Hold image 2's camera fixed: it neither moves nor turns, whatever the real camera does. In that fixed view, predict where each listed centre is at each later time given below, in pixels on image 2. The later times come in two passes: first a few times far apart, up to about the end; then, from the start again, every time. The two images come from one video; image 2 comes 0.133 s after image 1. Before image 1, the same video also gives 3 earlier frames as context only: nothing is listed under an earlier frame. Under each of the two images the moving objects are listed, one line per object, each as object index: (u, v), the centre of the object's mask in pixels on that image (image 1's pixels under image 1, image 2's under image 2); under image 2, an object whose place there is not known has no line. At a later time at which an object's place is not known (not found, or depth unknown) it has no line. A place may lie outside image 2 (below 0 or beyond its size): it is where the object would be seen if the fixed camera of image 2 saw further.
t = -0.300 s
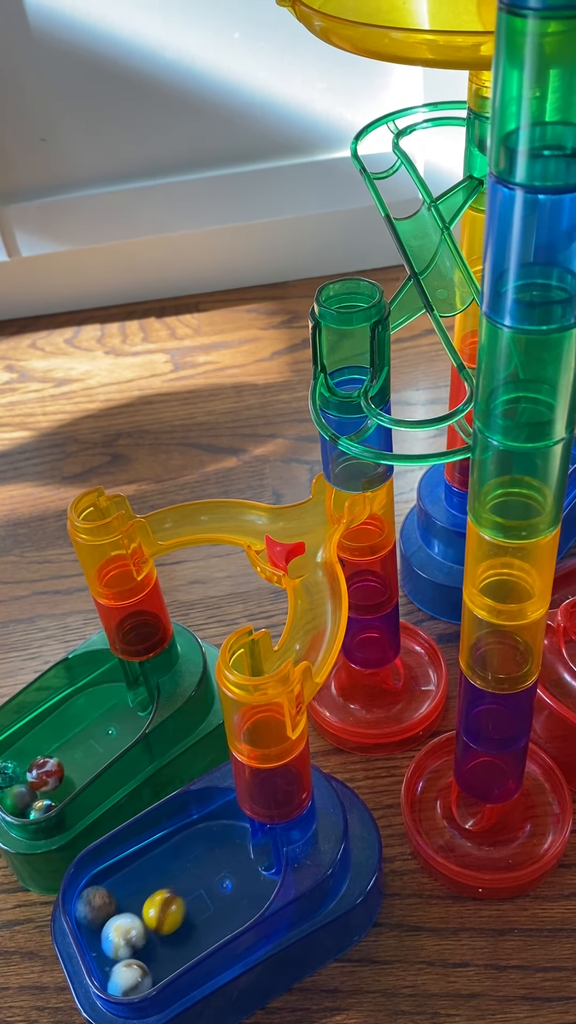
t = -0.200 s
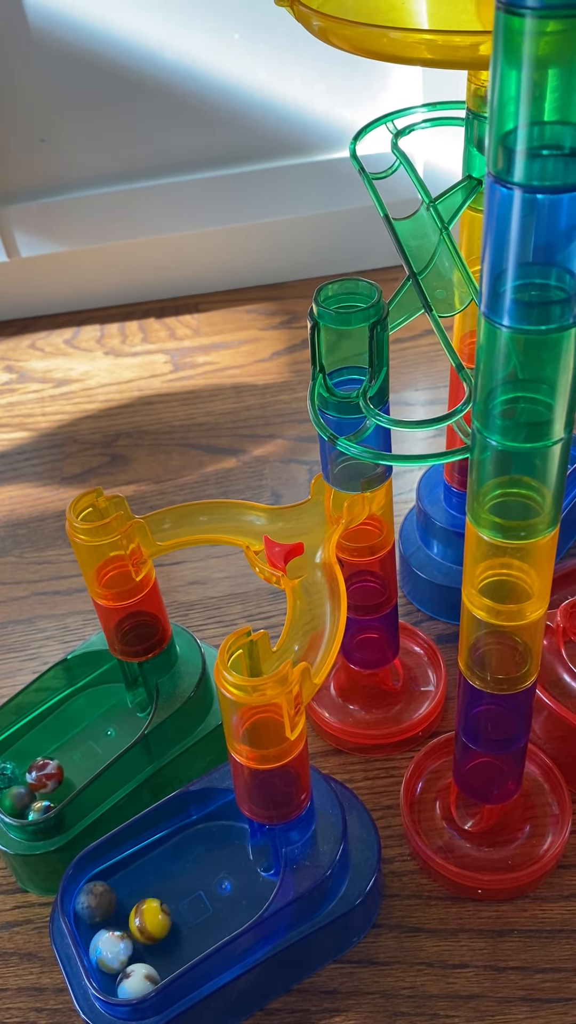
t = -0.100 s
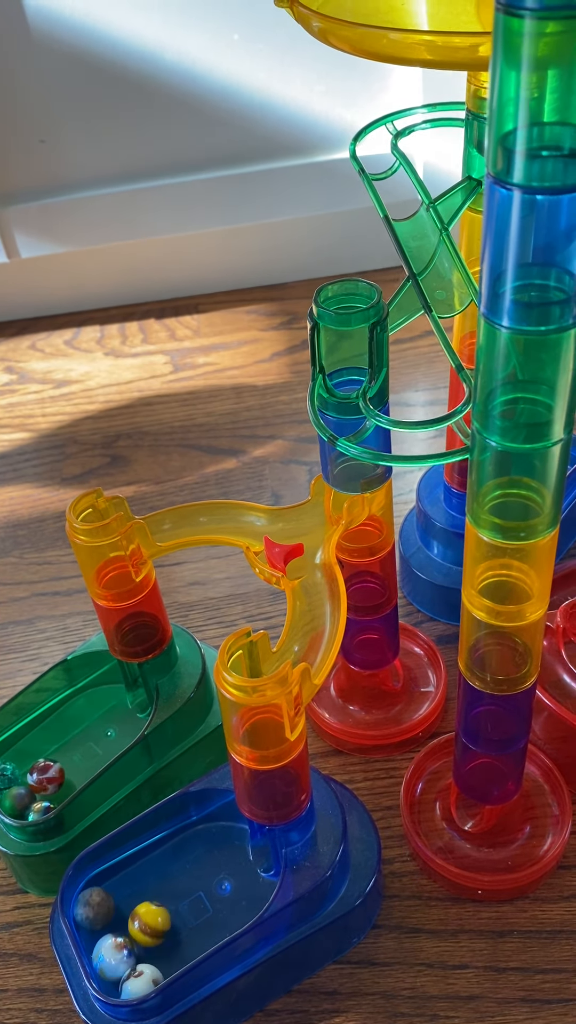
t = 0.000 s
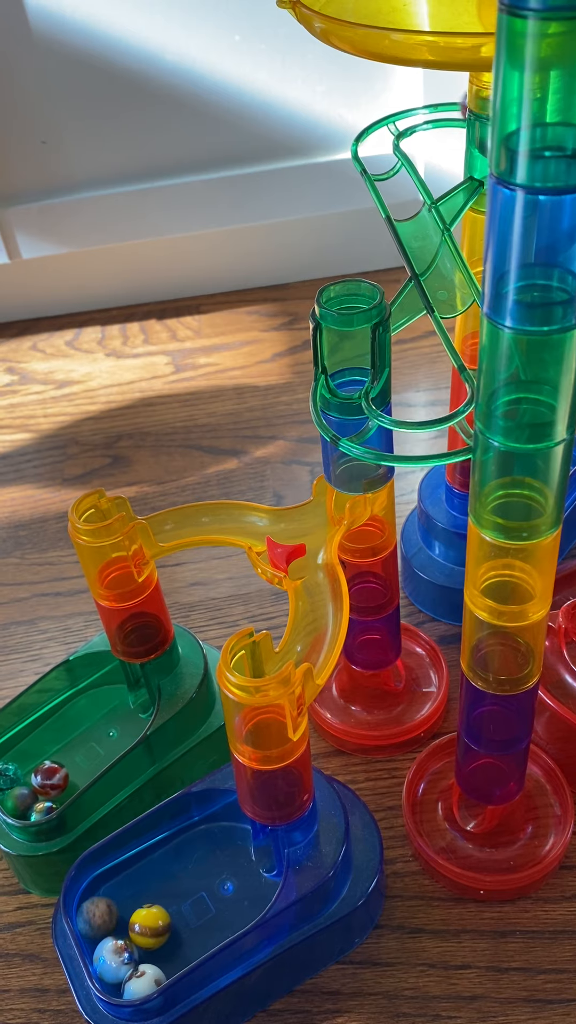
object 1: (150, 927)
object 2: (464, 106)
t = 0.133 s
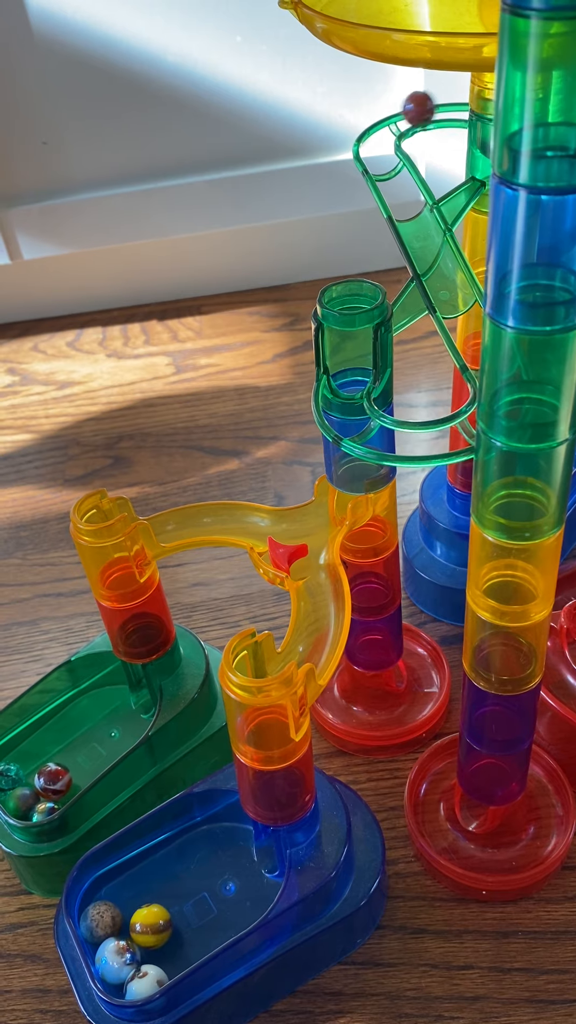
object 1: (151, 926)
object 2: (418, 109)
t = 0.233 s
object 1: (150, 925)
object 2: (382, 125)
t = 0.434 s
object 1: (142, 919)
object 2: (397, 178)
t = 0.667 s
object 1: (142, 919)
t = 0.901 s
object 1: (142, 919)
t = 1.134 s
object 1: (142, 919)
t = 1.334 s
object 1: (142, 919)
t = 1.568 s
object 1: (142, 919)
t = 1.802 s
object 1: (142, 919)
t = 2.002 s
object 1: (142, 919)
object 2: (128, 706)
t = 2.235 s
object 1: (142, 919)
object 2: (58, 752)
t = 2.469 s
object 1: (142, 919)
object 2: (36, 757)
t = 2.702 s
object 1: (142, 919)
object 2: (36, 756)
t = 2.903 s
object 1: (142, 919)
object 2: (36, 756)
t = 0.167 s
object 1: (151, 926)
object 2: (404, 113)
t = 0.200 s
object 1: (150, 926)
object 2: (391, 118)
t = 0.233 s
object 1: (150, 925)
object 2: (382, 125)
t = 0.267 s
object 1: (149, 925)
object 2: (377, 131)
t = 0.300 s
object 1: (148, 924)
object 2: (376, 138)
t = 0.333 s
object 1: (147, 923)
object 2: (378, 147)
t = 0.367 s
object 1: (146, 922)
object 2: (384, 157)
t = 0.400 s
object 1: (144, 921)
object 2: (391, 167)
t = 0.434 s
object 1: (142, 919)
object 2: (397, 178)
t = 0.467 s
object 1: (142, 919)
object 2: (405, 193)
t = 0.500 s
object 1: (142, 919)
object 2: (413, 210)
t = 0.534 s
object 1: (142, 919)
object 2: (423, 228)
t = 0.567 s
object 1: (142, 919)
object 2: (432, 250)
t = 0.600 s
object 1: (142, 919)
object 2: (444, 272)
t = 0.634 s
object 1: (142, 919)
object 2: (455, 297)
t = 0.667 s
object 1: (142, 919)
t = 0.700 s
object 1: (142, 919)
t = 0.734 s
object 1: (142, 919)
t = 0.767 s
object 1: (142, 919)
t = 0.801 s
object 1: (142, 919)
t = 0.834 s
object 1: (142, 919)
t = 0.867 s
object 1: (142, 919)
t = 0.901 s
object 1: (142, 919)
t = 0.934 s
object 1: (142, 919)
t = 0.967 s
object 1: (142, 919)
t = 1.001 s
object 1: (142, 919)
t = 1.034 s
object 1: (142, 919)
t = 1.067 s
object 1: (142, 919)
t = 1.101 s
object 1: (142, 919)
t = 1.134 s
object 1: (142, 919)
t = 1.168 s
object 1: (142, 919)
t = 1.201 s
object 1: (142, 919)
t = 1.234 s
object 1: (142, 919)
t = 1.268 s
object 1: (142, 919)
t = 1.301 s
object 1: (142, 919)
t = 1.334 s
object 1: (142, 919)
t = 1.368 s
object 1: (142, 919)
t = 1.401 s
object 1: (142, 919)
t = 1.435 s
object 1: (142, 919)
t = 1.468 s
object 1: (142, 919)
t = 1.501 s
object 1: (142, 919)
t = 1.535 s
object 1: (142, 919)
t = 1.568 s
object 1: (142, 919)
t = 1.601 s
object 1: (142, 919)
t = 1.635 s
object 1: (142, 919)
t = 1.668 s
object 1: (142, 919)
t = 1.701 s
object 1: (142, 919)
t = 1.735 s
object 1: (142, 919)
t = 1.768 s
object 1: (142, 919)
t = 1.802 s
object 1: (142, 919)
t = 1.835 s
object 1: (142, 919)
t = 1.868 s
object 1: (142, 919)
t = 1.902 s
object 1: (142, 919)
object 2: (142, 687)
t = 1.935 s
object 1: (142, 919)
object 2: (141, 694)
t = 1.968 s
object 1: (142, 919)
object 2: (136, 698)
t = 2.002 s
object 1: (142, 919)
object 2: (128, 706)
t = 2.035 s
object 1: (142, 919)
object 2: (118, 715)
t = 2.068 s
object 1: (142, 919)
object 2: (106, 726)
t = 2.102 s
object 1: (142, 919)
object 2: (92, 737)
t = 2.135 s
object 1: (142, 919)
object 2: (78, 749)
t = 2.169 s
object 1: (142, 919)
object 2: (72, 751)
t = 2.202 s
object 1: (142, 919)
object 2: (65, 751)
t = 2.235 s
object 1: (142, 919)
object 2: (58, 752)
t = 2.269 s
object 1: (142, 919)
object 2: (49, 754)
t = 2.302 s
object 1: (142, 919)
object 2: (40, 758)
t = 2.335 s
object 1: (142, 919)
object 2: (39, 758)
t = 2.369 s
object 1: (142, 919)
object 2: (38, 758)
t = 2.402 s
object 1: (142, 919)
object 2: (37, 758)
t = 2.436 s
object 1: (142, 919)
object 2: (36, 758)
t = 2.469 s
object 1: (142, 919)
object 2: (36, 757)
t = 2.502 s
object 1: (142, 919)
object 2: (36, 757)
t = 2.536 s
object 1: (142, 919)
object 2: (36, 757)
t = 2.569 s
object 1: (142, 919)
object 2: (36, 756)
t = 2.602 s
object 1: (142, 919)
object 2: (36, 756)
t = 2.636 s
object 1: (142, 919)
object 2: (36, 756)
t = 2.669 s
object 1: (142, 919)
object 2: (36, 756)
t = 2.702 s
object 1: (142, 919)
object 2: (36, 756)
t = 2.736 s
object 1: (142, 919)
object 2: (36, 756)
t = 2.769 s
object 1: (142, 919)
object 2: (36, 757)
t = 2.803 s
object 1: (142, 919)
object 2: (36, 756)
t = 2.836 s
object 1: (142, 919)
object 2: (36, 756)
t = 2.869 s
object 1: (142, 919)
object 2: (36, 756)
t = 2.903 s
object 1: (142, 919)
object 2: (36, 756)
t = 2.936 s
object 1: (141, 919)
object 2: (36, 756)
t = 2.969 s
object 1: (142, 919)
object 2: (36, 756)
